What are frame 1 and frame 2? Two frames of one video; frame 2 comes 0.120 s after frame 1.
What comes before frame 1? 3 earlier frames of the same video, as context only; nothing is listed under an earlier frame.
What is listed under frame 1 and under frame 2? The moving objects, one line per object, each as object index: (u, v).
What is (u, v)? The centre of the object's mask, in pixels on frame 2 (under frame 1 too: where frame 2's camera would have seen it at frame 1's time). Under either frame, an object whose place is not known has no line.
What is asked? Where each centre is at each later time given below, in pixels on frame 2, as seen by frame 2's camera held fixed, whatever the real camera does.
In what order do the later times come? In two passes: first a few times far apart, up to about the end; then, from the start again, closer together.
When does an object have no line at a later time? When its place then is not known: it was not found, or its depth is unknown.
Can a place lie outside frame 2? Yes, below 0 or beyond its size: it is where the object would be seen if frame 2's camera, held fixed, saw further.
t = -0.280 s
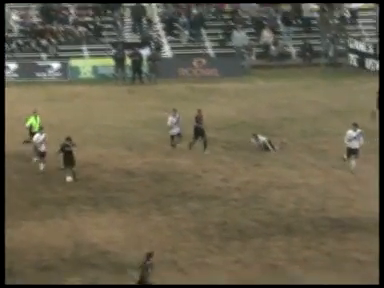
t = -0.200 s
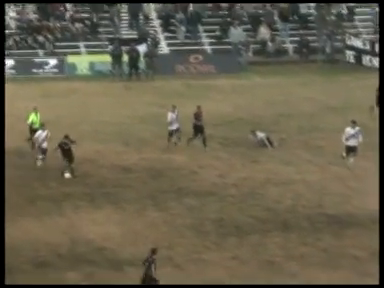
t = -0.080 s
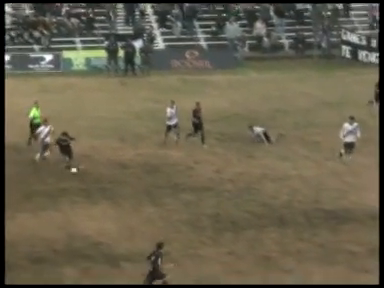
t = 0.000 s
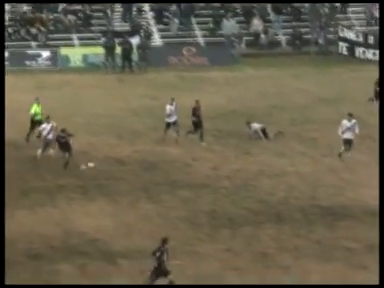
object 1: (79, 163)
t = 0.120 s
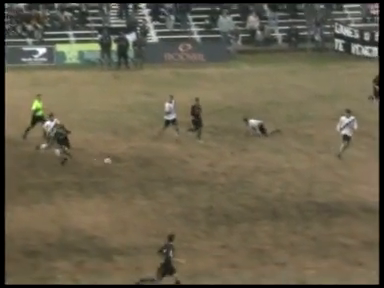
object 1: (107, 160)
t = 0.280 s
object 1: (138, 159)
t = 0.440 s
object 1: (170, 160)
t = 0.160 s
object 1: (111, 160)
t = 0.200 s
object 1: (118, 160)
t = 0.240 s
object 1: (128, 159)
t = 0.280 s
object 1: (138, 159)
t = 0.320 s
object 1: (147, 159)
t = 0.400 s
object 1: (159, 159)
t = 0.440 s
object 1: (170, 160)
